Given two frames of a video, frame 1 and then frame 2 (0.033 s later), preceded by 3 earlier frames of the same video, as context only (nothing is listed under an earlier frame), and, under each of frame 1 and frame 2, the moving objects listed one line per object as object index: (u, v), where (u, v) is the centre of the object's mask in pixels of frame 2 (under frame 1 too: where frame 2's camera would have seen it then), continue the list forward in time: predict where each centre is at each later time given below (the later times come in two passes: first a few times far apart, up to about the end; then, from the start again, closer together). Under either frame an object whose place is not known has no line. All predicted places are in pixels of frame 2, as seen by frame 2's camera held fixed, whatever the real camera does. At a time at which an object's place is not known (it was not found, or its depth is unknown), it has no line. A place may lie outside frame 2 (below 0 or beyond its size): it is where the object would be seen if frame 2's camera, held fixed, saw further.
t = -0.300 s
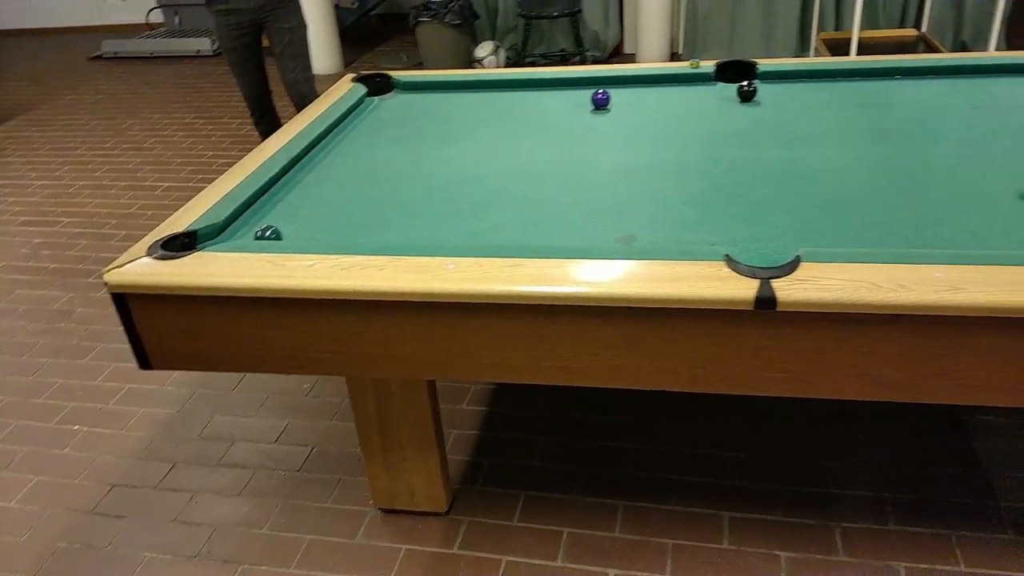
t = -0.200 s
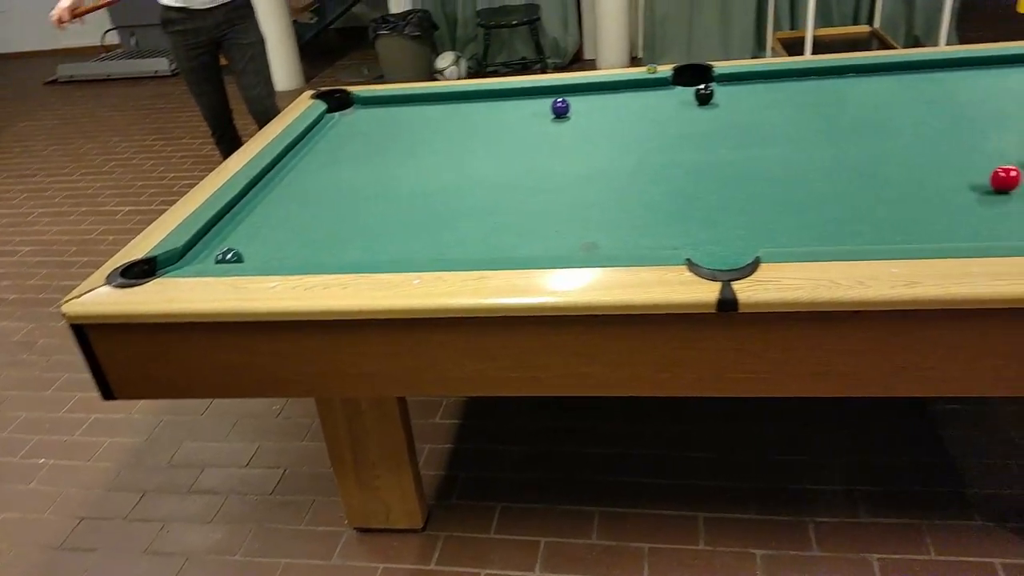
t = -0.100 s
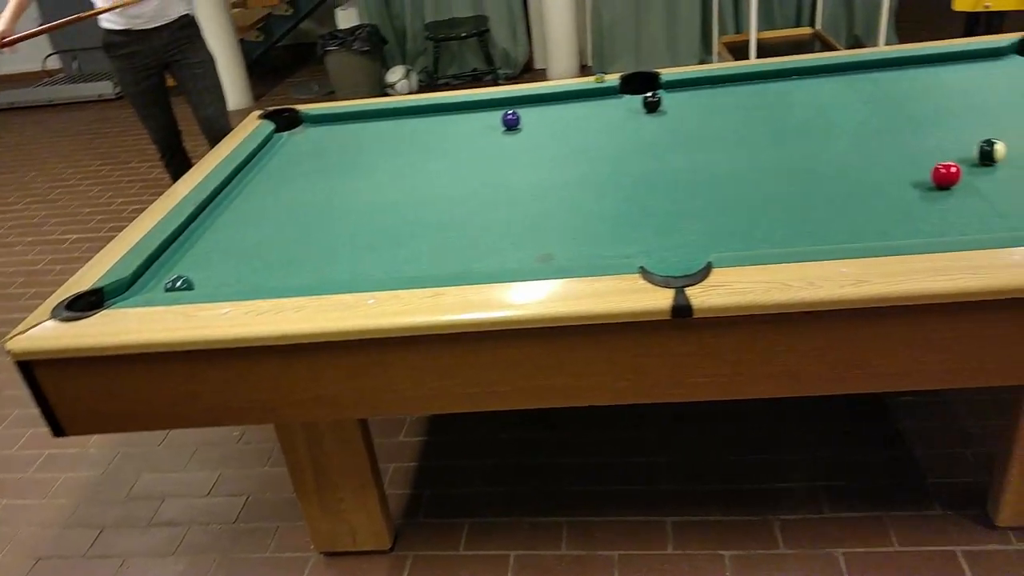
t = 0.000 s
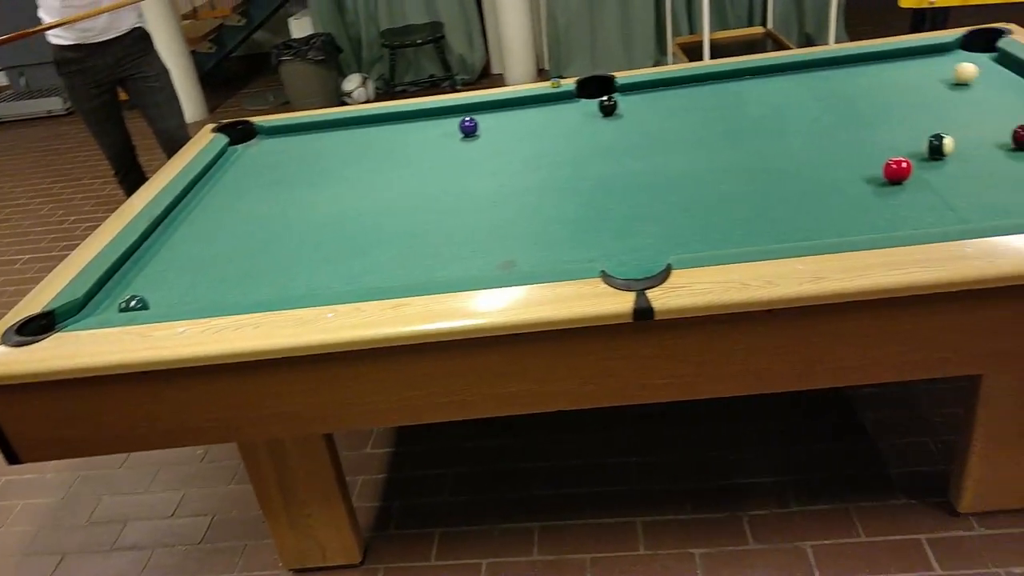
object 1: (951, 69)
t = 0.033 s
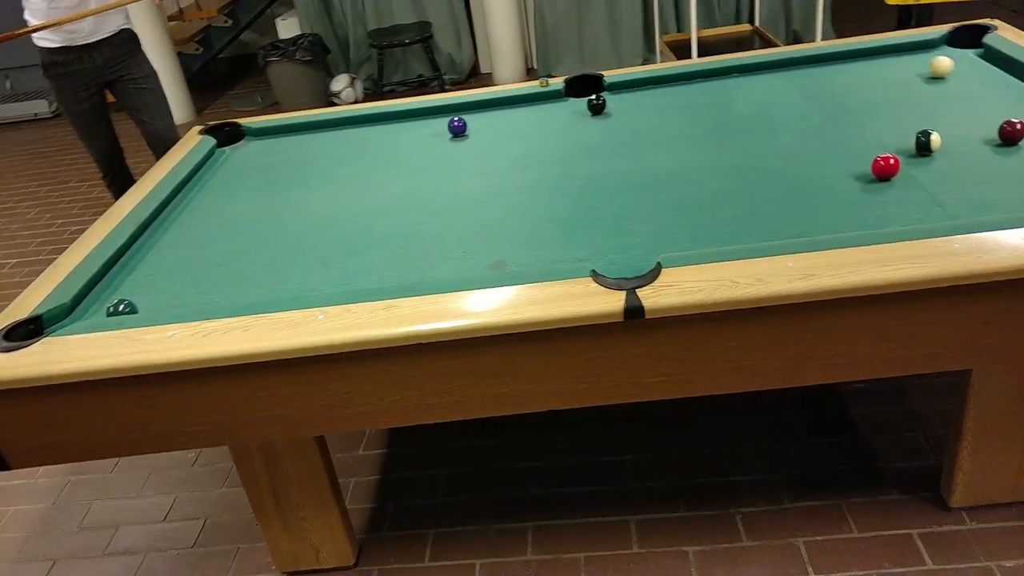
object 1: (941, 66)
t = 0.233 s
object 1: (885, 52)
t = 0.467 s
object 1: (851, 66)
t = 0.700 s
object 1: (819, 83)
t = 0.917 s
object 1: (786, 101)
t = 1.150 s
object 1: (750, 121)
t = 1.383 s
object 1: (711, 142)
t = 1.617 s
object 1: (672, 165)
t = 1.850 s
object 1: (629, 188)
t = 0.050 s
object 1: (936, 65)
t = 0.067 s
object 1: (931, 64)
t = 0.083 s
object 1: (926, 63)
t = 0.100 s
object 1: (922, 61)
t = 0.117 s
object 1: (916, 60)
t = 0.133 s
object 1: (912, 59)
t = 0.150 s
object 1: (907, 58)
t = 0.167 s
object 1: (902, 57)
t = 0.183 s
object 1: (898, 56)
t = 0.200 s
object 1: (894, 55)
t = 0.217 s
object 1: (889, 54)
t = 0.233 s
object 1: (885, 52)
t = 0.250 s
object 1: (881, 51)
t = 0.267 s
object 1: (877, 51)
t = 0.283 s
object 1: (875, 52)
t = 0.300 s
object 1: (873, 53)
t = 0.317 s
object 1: (871, 55)
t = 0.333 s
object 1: (869, 56)
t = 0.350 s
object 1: (866, 57)
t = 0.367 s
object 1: (864, 58)
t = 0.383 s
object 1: (862, 59)
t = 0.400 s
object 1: (860, 60)
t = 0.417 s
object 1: (858, 62)
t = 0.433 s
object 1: (855, 63)
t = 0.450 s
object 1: (853, 64)
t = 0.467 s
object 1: (851, 66)
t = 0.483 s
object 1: (849, 67)
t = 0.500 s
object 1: (846, 68)
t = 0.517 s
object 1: (844, 69)
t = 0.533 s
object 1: (841, 71)
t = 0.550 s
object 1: (839, 72)
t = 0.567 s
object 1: (837, 73)
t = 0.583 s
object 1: (835, 74)
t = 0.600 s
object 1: (833, 76)
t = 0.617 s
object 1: (830, 77)
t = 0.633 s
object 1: (828, 78)
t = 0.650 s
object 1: (826, 80)
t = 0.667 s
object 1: (823, 81)
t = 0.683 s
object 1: (821, 82)
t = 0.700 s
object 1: (819, 83)
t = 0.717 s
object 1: (816, 84)
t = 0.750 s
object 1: (811, 87)
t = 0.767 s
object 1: (809, 88)
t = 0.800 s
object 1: (804, 91)
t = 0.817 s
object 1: (801, 92)
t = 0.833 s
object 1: (799, 93)
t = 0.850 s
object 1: (796, 95)
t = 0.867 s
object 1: (794, 97)
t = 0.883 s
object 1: (792, 98)
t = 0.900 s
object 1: (789, 99)
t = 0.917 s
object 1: (786, 101)
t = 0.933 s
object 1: (784, 102)
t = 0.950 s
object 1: (781, 104)
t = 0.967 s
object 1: (779, 105)
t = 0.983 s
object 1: (776, 106)
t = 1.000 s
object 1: (773, 108)
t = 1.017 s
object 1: (771, 109)
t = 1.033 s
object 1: (768, 110)
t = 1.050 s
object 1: (766, 112)
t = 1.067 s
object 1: (763, 114)
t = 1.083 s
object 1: (761, 115)
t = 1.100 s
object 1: (758, 116)
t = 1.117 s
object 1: (755, 118)
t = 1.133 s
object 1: (753, 119)
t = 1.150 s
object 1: (750, 121)
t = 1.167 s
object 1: (747, 122)
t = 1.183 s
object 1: (745, 124)
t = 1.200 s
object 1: (742, 125)
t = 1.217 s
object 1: (739, 127)
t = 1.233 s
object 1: (737, 128)
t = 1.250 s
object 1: (734, 130)
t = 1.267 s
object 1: (731, 131)
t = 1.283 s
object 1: (728, 133)
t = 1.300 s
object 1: (726, 134)
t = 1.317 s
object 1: (723, 136)
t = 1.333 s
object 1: (720, 138)
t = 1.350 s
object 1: (717, 139)
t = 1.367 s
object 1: (714, 141)
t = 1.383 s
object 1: (711, 142)
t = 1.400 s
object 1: (709, 144)
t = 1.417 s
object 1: (706, 145)
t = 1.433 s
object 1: (703, 147)
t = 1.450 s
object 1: (701, 148)
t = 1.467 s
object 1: (698, 150)
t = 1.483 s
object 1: (695, 152)
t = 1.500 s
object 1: (692, 153)
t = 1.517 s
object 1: (689, 155)
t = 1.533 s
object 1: (687, 156)
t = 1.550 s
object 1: (683, 158)
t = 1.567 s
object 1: (681, 160)
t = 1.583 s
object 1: (678, 162)
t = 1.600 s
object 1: (675, 163)
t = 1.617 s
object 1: (672, 165)
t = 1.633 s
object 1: (669, 167)
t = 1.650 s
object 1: (666, 168)
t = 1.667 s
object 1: (663, 170)
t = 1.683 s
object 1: (660, 171)
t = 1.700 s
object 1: (657, 173)
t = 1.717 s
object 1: (654, 175)
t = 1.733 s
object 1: (651, 176)
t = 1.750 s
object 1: (648, 178)
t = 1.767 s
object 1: (645, 180)
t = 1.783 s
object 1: (642, 182)
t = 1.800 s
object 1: (639, 183)
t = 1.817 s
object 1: (636, 185)
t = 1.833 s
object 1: (632, 187)
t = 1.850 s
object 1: (629, 188)
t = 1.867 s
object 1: (626, 190)
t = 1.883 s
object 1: (623, 192)
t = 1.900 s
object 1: (620, 194)
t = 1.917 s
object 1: (617, 196)
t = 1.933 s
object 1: (613, 198)
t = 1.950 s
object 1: (610, 199)
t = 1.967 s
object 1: (607, 201)
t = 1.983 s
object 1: (604, 203)
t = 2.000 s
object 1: (600, 205)
